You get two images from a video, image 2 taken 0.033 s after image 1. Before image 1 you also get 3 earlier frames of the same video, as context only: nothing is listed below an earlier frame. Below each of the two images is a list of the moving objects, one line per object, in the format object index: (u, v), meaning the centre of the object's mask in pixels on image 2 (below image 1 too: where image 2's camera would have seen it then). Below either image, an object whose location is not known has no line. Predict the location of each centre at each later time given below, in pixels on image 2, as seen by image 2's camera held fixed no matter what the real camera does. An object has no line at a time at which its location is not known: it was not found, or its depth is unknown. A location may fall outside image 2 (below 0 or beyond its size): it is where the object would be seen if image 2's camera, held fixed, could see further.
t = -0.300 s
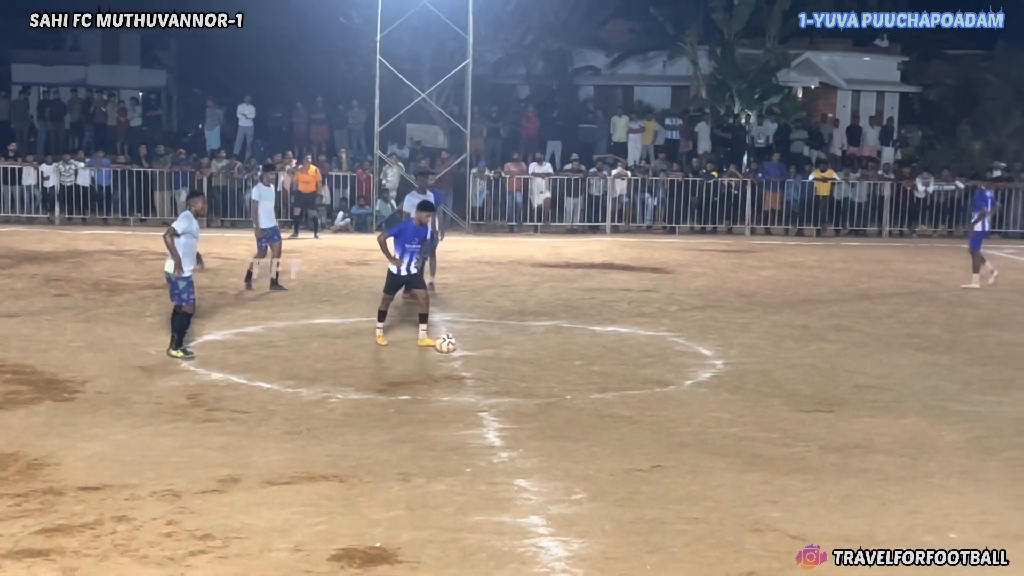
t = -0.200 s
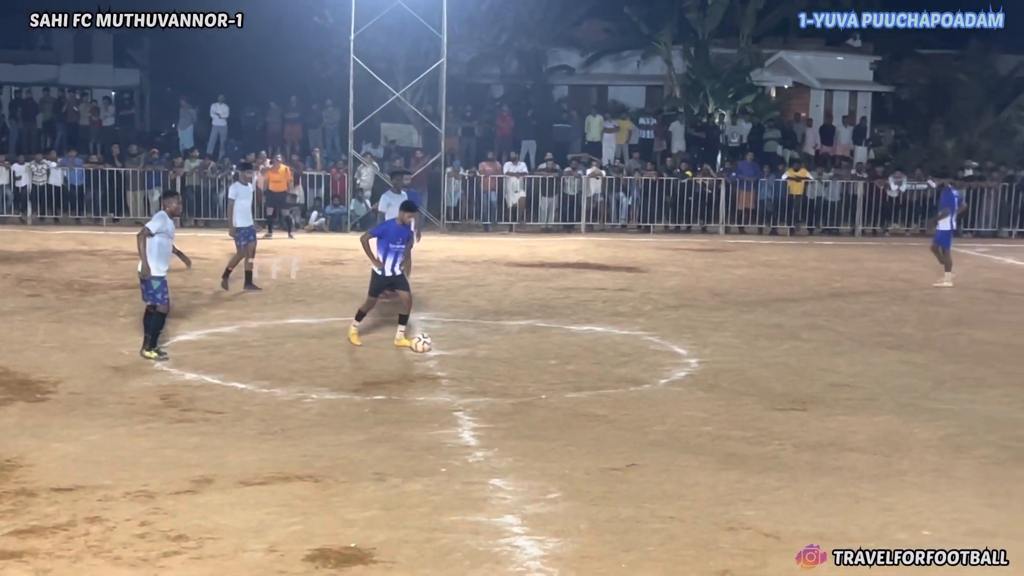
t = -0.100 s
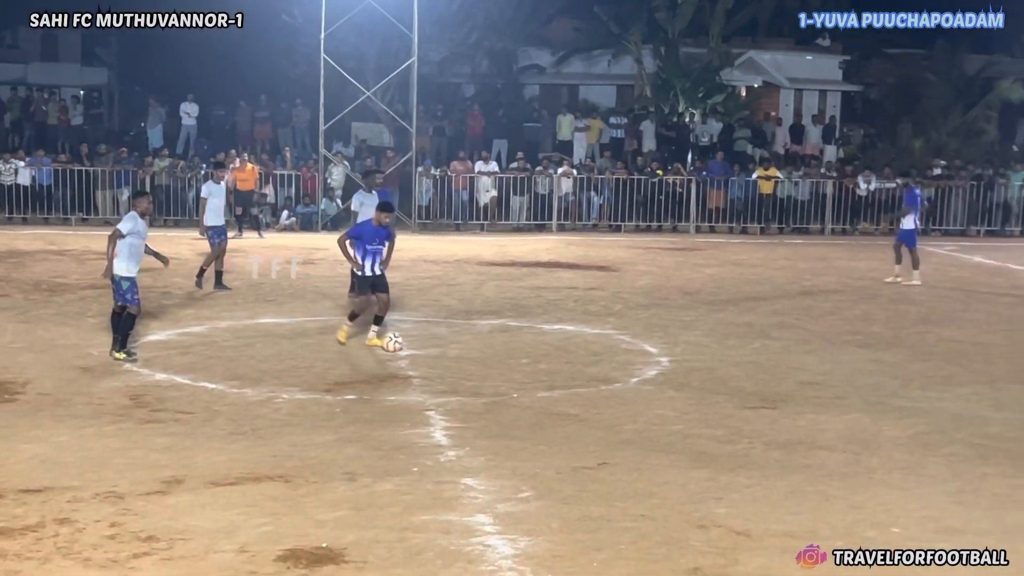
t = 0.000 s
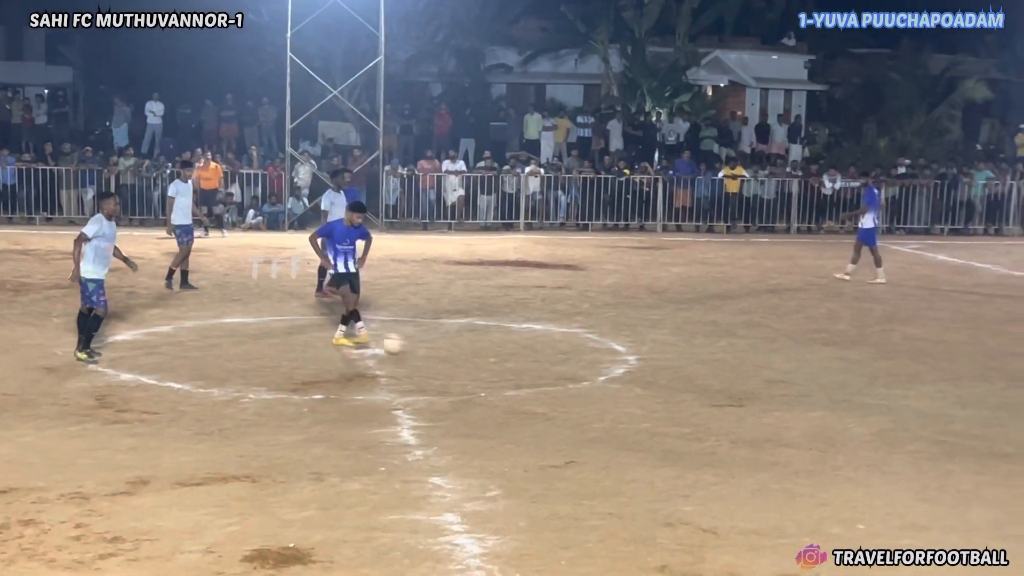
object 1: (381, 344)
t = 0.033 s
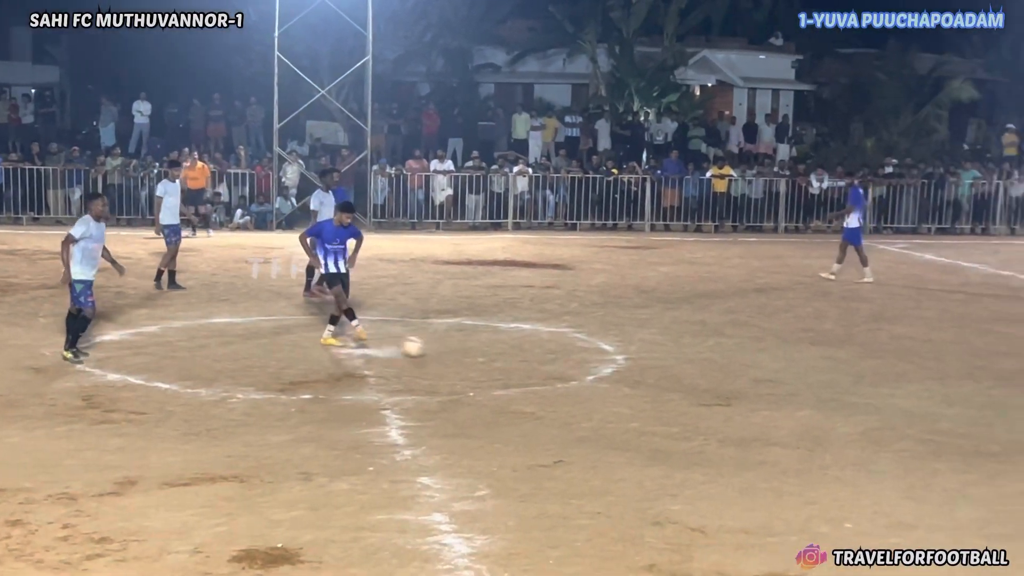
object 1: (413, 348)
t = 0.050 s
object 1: (429, 349)
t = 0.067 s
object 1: (443, 349)
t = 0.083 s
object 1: (458, 350)
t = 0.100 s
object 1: (473, 350)
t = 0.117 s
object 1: (486, 351)
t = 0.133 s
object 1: (501, 352)
